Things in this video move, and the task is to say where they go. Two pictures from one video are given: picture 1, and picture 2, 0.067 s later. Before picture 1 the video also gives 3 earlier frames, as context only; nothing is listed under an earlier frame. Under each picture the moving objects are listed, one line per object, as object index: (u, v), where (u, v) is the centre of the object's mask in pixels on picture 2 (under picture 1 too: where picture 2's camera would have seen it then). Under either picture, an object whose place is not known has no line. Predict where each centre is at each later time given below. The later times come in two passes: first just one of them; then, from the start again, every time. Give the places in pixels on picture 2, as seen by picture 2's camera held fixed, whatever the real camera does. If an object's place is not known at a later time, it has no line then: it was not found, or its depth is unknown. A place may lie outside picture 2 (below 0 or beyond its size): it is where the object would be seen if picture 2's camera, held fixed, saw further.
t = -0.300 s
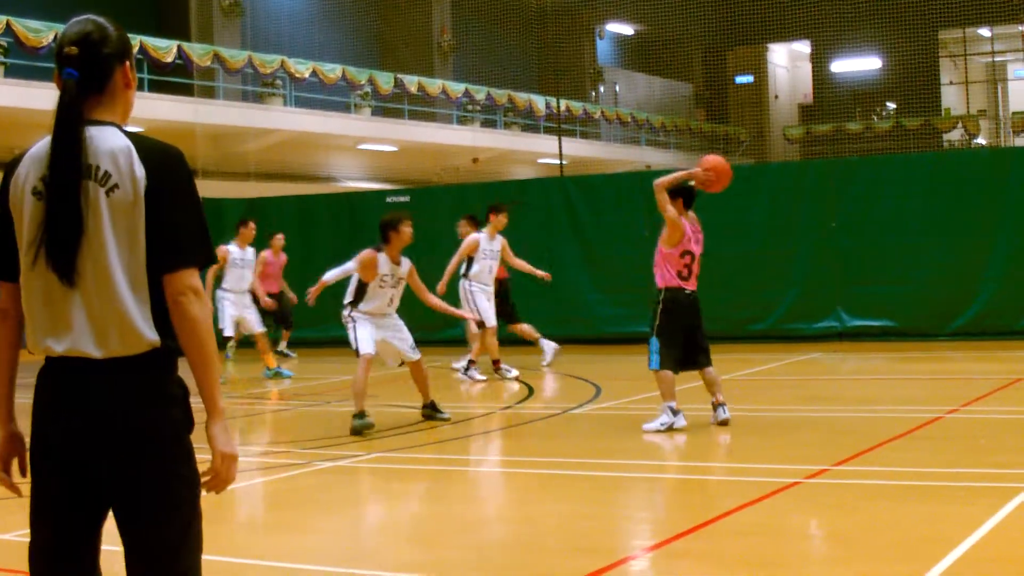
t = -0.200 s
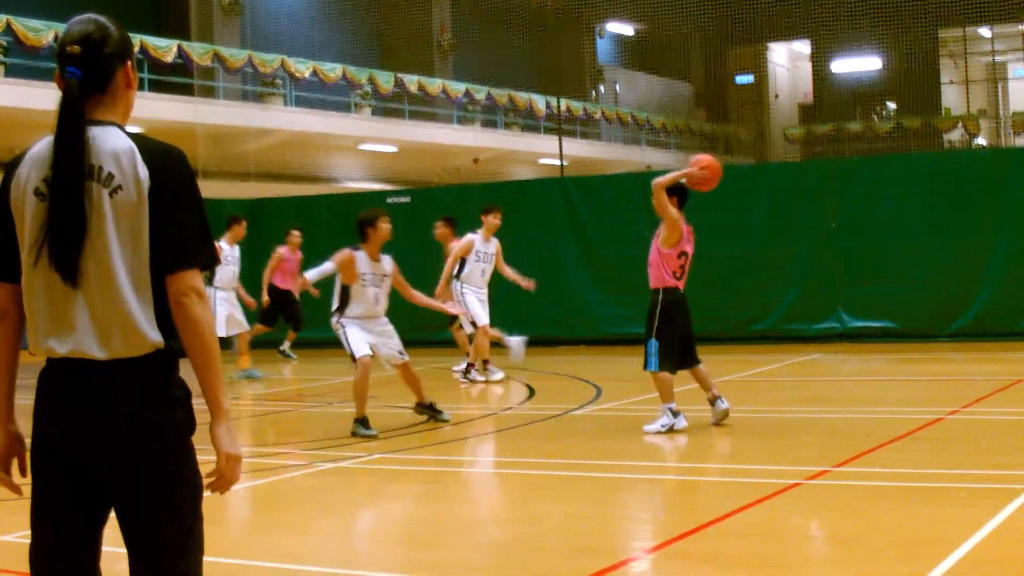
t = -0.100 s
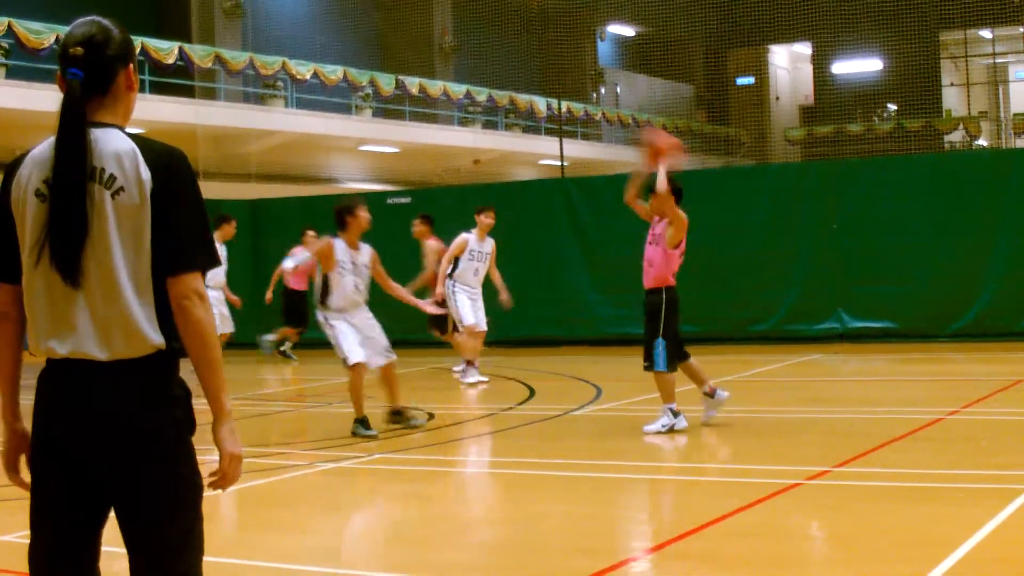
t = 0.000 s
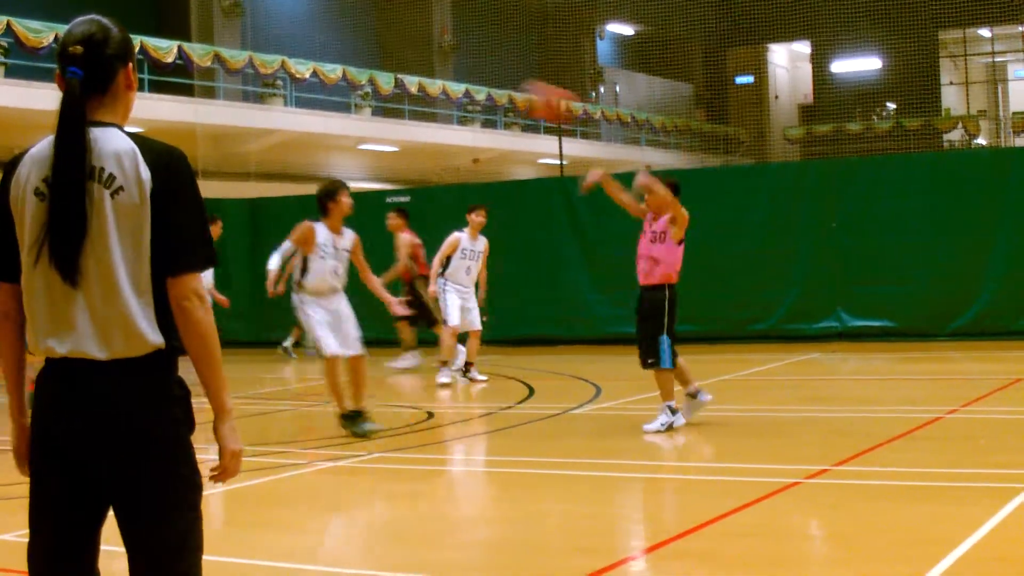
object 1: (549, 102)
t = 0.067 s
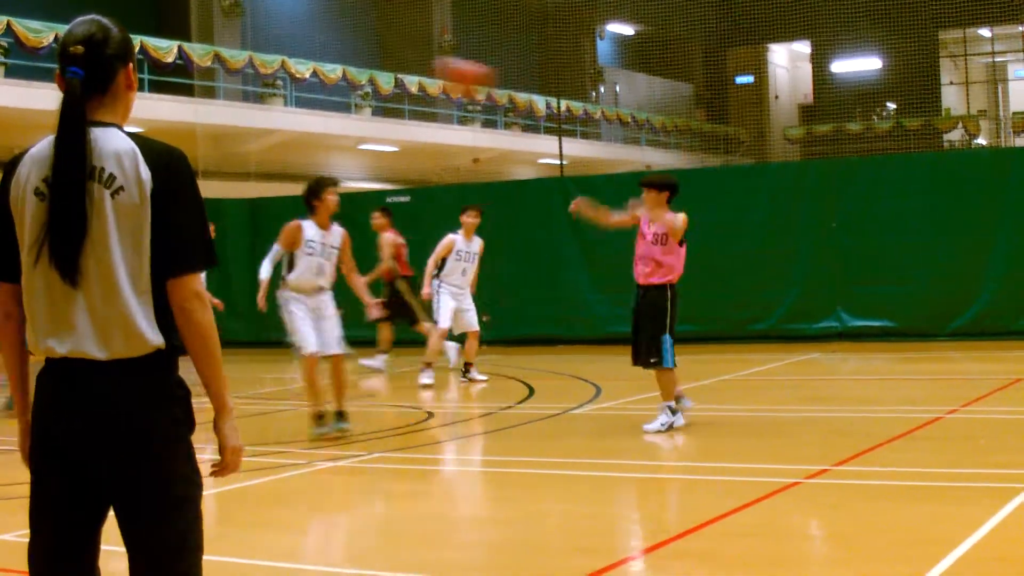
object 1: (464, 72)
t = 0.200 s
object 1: (285, 44)
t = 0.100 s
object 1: (419, 63)
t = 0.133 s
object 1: (376, 56)
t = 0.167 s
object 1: (328, 49)
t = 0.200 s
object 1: (285, 44)
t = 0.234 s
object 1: (235, 45)
